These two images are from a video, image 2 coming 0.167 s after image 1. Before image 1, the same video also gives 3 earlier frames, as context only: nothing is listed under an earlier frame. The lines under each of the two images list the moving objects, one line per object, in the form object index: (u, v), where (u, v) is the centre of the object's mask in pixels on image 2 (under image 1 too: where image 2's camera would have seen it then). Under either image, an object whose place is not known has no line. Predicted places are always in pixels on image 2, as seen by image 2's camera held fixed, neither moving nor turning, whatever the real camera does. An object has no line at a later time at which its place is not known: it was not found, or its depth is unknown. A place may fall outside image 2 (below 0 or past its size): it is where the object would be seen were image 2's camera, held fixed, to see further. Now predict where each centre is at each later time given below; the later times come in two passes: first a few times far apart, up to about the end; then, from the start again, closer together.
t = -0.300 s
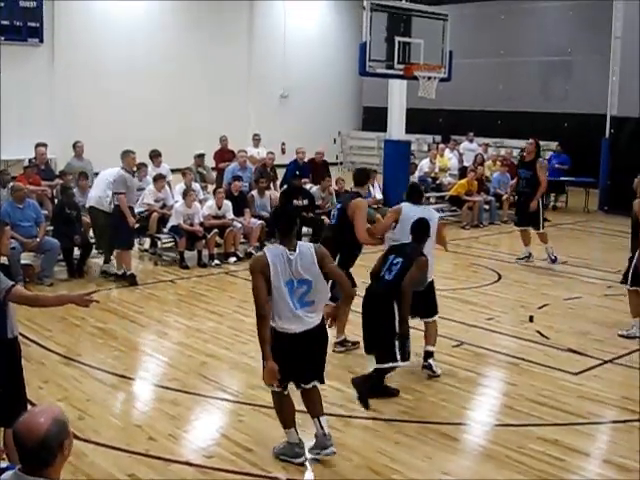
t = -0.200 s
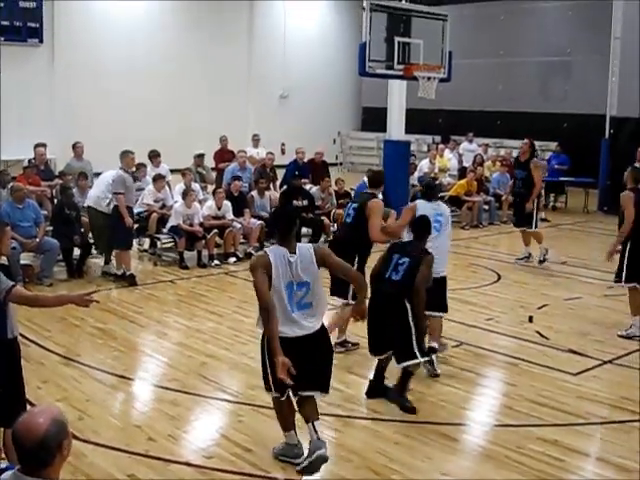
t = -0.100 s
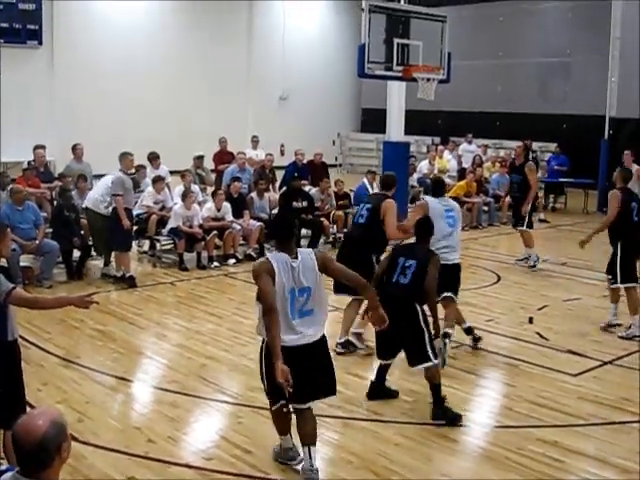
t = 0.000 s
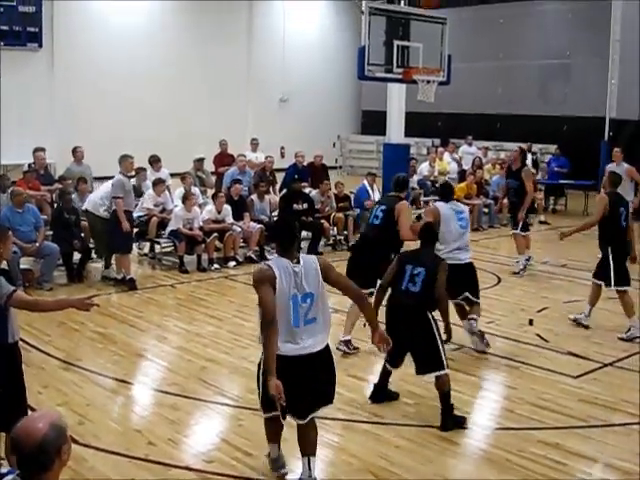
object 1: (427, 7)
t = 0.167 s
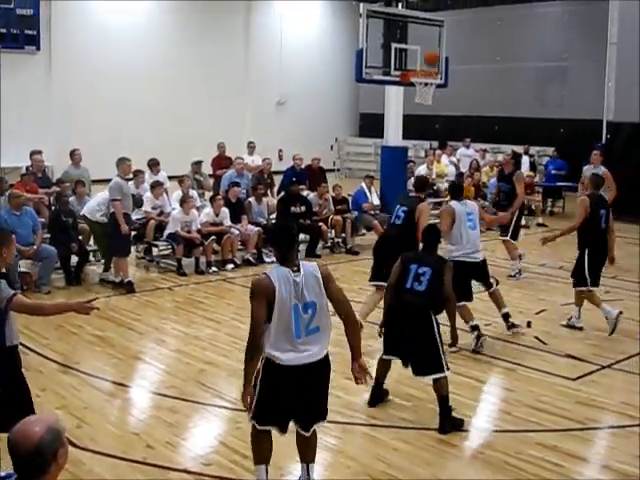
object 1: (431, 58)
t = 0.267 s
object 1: (417, 66)
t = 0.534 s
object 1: (448, 32)
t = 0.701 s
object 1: (470, 35)
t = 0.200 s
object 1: (431, 67)
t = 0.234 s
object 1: (422, 67)
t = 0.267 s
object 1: (417, 66)
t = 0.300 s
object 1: (420, 60)
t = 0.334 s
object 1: (424, 54)
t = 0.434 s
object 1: (436, 40)
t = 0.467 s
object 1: (441, 38)
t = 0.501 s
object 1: (445, 34)
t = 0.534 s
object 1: (448, 32)
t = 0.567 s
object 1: (451, 31)
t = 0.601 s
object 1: (457, 31)
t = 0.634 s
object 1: (461, 31)
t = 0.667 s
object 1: (465, 33)
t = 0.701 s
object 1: (470, 35)
